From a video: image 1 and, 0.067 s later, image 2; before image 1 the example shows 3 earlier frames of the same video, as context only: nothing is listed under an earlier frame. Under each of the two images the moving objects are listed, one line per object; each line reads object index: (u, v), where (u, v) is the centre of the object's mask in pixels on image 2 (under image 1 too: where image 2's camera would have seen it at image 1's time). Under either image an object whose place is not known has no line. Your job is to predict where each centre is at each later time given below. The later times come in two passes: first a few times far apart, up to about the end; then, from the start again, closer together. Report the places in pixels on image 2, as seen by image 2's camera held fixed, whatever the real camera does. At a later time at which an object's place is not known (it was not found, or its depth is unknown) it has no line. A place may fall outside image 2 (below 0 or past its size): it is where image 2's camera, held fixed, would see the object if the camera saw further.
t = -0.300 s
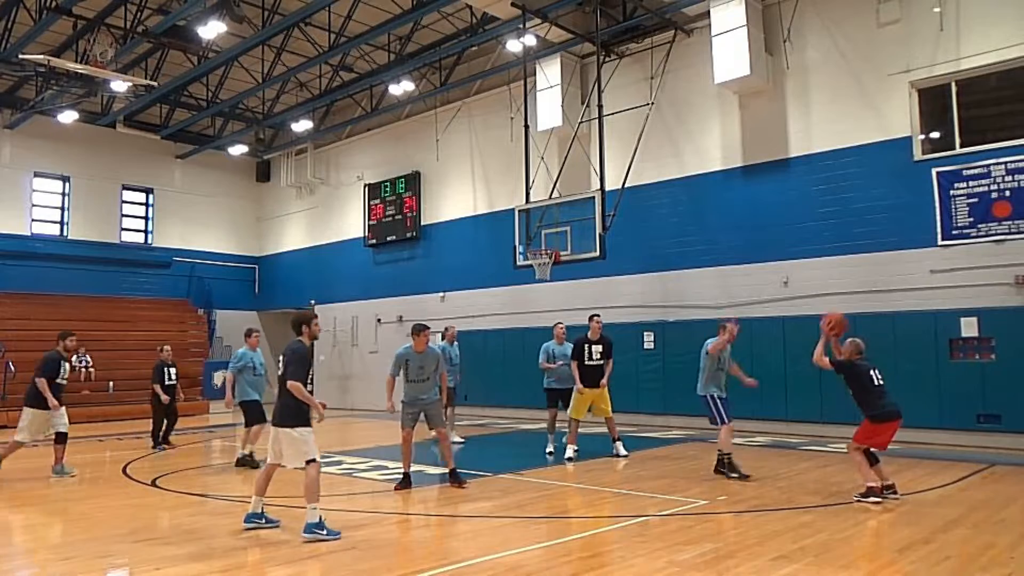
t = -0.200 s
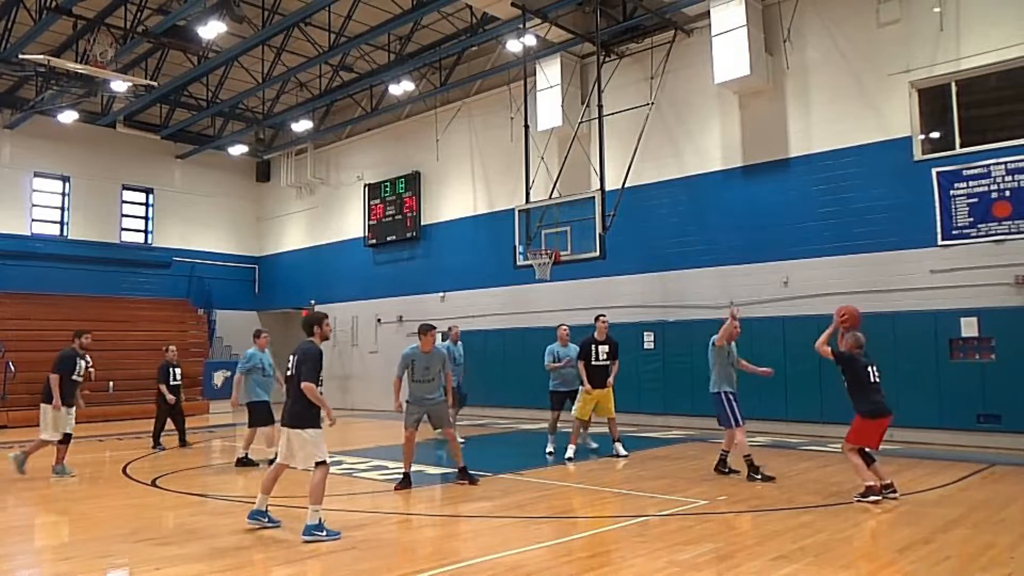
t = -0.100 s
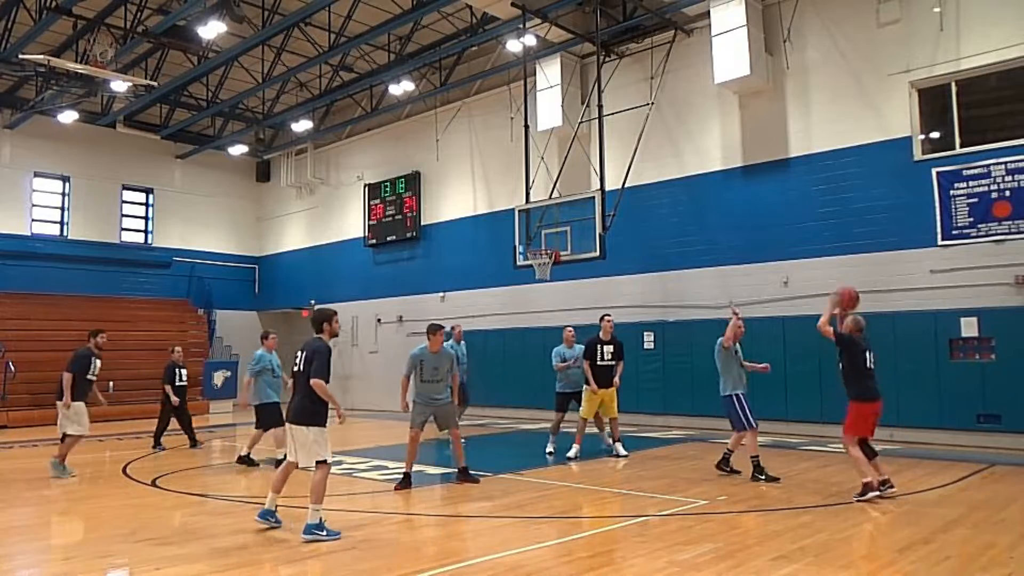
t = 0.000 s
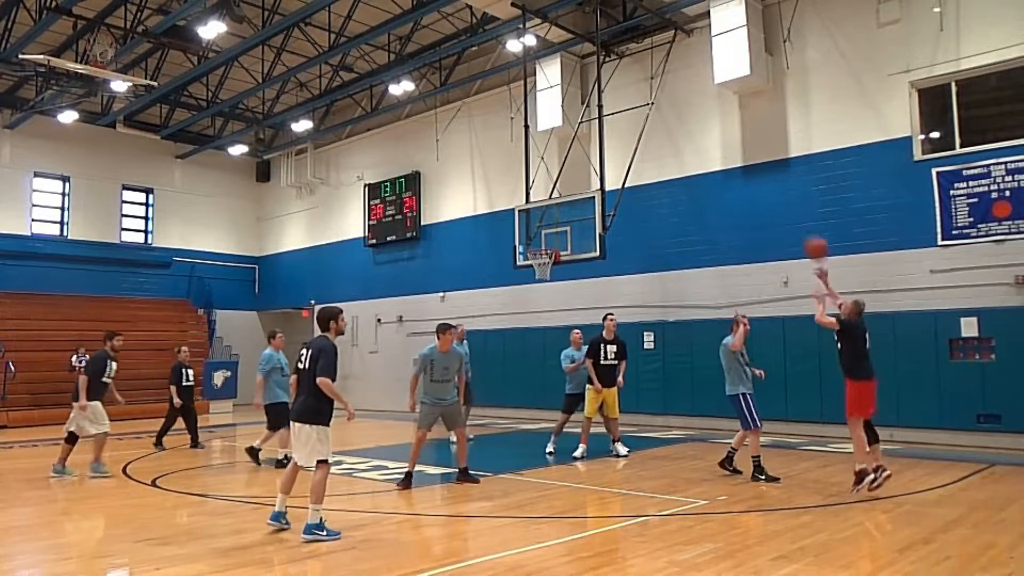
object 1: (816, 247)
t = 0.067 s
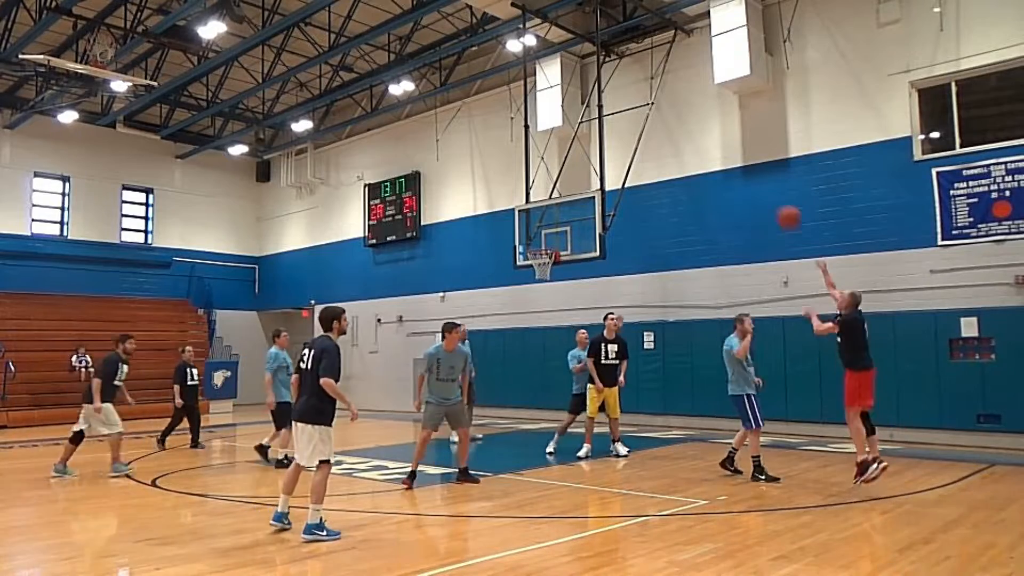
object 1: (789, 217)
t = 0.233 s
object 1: (729, 164)
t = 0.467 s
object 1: (663, 139)
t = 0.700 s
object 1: (609, 153)
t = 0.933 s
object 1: (565, 198)
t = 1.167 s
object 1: (534, 253)
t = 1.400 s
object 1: (549, 264)
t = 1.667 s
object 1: (537, 274)
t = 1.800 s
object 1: (534, 281)
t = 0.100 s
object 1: (775, 204)
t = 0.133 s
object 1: (763, 192)
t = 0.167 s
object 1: (752, 181)
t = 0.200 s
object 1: (741, 173)
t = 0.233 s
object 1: (729, 164)
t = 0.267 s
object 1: (719, 158)
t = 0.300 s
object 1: (709, 152)
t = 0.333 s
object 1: (699, 147)
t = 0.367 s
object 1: (690, 144)
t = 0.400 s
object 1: (681, 141)
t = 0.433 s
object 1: (671, 139)
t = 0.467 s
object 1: (663, 139)
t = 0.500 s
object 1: (655, 138)
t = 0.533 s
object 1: (647, 139)
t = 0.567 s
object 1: (639, 140)
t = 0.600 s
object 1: (631, 142)
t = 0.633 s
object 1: (623, 145)
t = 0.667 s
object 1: (616, 148)
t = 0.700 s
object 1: (609, 153)
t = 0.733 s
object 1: (602, 157)
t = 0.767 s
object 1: (595, 162)
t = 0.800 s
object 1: (589, 169)
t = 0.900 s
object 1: (571, 189)
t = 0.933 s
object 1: (565, 198)
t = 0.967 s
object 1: (559, 207)
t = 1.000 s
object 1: (555, 214)
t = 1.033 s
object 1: (549, 224)
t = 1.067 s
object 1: (543, 235)
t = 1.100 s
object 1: (538, 244)
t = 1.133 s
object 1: (535, 249)
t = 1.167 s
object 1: (534, 253)
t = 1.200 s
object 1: (538, 254)
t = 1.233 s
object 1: (545, 257)
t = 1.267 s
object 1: (547, 258)
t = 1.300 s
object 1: (550, 260)
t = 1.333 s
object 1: (552, 259)
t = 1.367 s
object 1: (551, 260)
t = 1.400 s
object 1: (549, 264)
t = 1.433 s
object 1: (551, 264)
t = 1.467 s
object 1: (547, 265)
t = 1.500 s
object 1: (545, 264)
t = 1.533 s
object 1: (545, 267)
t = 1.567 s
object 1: (543, 267)
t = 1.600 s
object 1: (541, 269)
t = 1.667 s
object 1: (537, 274)
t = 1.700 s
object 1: (536, 275)
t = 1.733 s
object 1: (535, 277)
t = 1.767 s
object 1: (535, 278)
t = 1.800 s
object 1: (534, 281)
